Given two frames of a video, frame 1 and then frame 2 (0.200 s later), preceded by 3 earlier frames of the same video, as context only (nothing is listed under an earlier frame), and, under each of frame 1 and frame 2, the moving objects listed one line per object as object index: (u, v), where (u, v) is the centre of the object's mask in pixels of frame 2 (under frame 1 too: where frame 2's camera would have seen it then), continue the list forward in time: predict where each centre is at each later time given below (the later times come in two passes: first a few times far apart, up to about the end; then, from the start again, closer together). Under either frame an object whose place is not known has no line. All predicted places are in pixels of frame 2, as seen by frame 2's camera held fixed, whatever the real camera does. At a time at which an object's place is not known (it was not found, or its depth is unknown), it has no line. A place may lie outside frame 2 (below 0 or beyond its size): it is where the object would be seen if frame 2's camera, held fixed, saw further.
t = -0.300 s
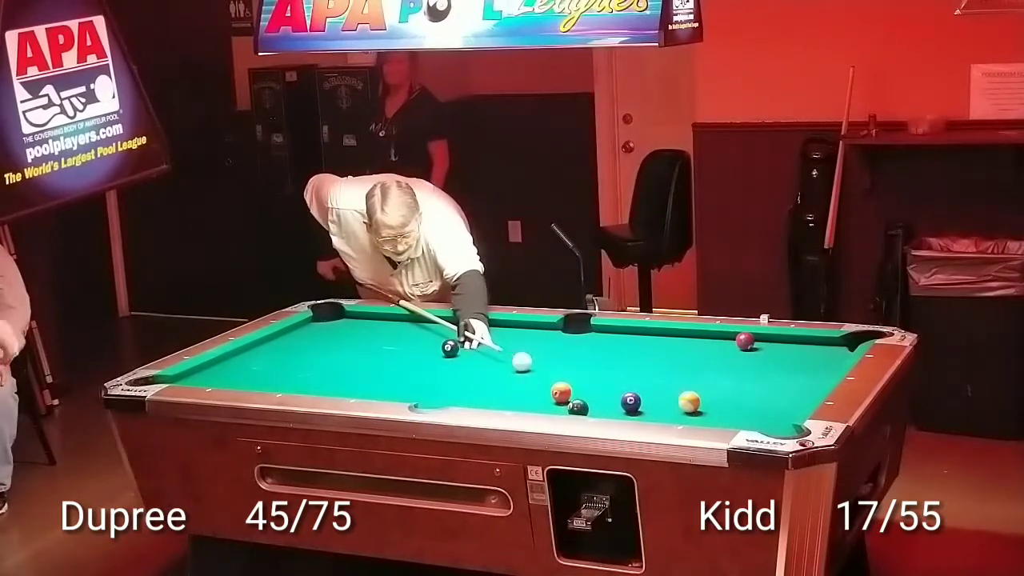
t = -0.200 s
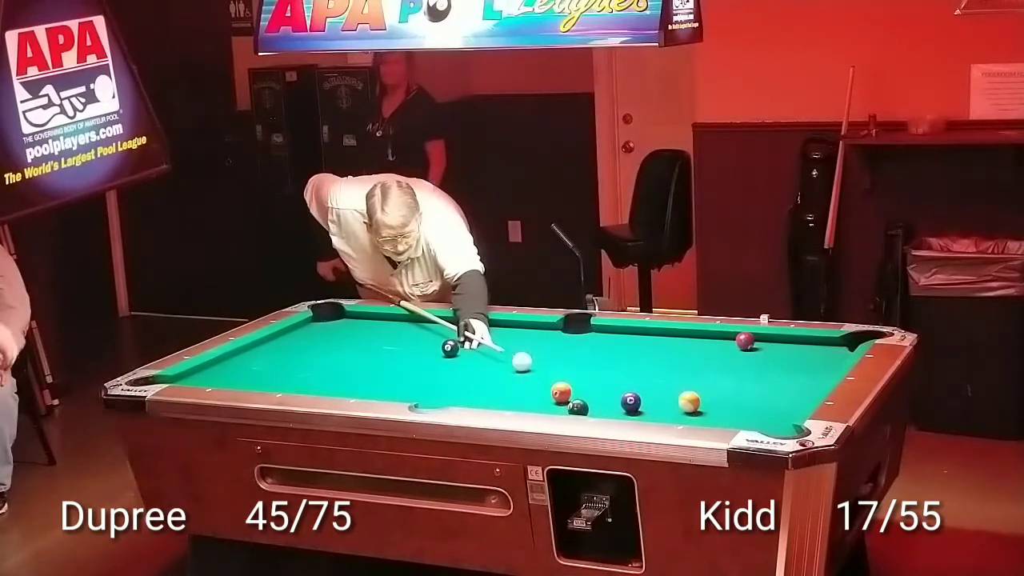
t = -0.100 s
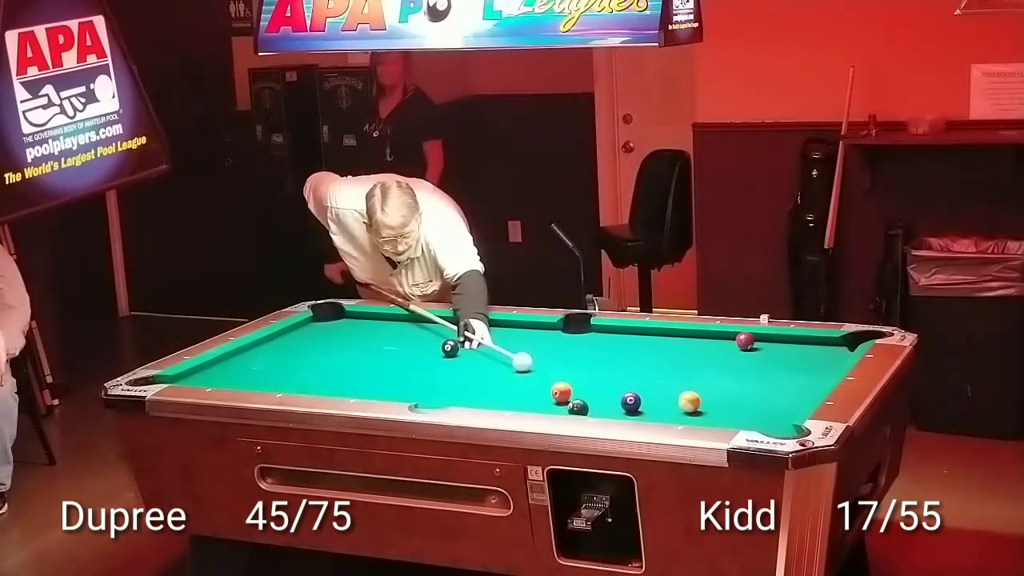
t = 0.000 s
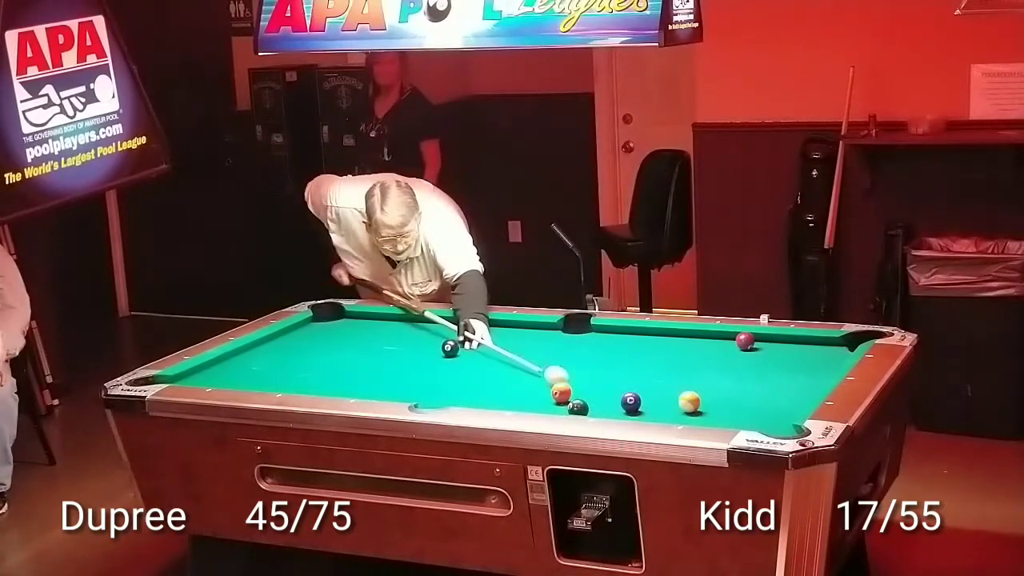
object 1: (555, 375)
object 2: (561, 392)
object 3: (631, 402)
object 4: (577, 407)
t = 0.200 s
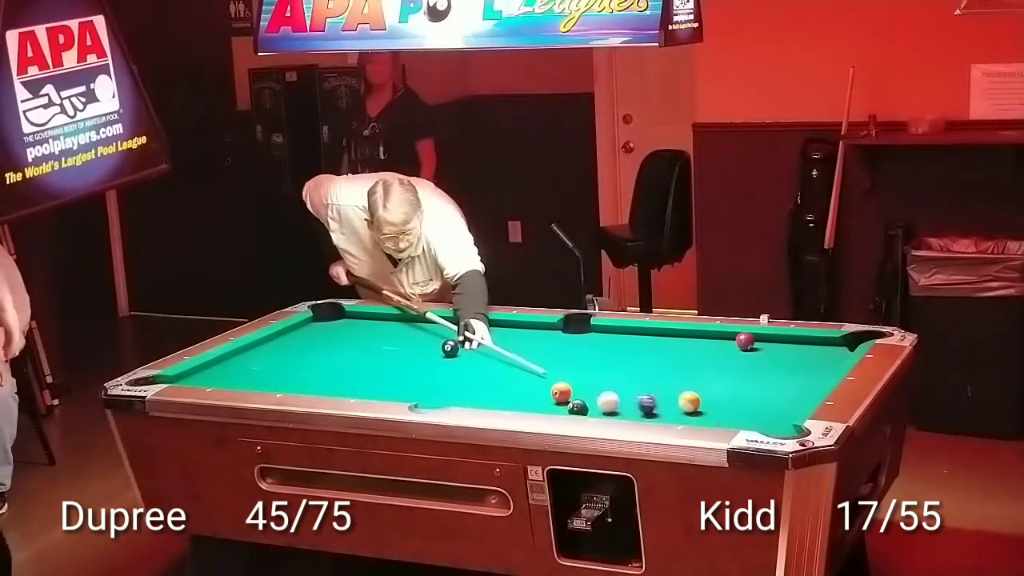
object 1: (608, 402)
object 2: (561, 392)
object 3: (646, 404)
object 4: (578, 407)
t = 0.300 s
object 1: (601, 409)
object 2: (561, 392)
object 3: (688, 410)
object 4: (578, 407)
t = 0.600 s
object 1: (625, 406)
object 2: (561, 392)
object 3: (771, 424)
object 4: (578, 407)
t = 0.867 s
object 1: (651, 396)
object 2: (561, 391)
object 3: (713, 421)
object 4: (577, 407)
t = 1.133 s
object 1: (674, 386)
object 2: (561, 392)
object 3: (677, 416)
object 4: (577, 407)
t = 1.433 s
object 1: (698, 377)
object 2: (561, 391)
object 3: (640, 412)
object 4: (577, 407)
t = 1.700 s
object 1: (718, 369)
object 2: (561, 392)
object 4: (577, 407)
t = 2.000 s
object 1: (737, 361)
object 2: (561, 392)
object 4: (574, 408)
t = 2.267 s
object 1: (752, 355)
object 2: (558, 391)
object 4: (570, 407)
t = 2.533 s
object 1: (766, 349)
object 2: (550, 388)
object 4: (566, 407)
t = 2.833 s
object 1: (780, 342)
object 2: (542, 385)
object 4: (565, 407)
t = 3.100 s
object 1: (789, 339)
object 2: (536, 382)
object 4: (565, 407)
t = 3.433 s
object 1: (788, 343)
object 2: (529, 380)
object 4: (565, 407)
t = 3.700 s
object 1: (788, 344)
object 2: (525, 378)
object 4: (565, 407)
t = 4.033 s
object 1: (787, 346)
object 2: (522, 377)
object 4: (565, 407)
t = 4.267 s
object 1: (787, 347)
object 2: (521, 376)
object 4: (565, 407)
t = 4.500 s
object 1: (786, 348)
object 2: (521, 376)
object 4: (565, 408)
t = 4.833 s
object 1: (786, 348)
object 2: (521, 376)
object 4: (565, 408)
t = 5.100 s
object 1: (786, 348)
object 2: (521, 376)
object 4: (565, 407)
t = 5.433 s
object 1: (786, 348)
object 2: (521, 376)
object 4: (565, 407)
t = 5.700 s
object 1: (786, 348)
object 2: (521, 376)
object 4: (565, 407)
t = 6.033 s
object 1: (786, 348)
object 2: (521, 376)
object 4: (565, 407)
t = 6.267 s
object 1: (786, 348)
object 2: (521, 376)
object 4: (565, 407)
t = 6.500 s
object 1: (786, 348)
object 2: (521, 376)
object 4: (565, 407)
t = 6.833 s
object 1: (786, 348)
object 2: (521, 376)
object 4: (565, 407)
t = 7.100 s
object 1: (786, 348)
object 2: (520, 376)
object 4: (565, 408)
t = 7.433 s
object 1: (786, 348)
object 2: (521, 376)
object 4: (565, 407)
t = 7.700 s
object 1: (786, 348)
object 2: (521, 376)
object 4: (565, 407)
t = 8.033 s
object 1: (786, 348)
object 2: (521, 376)
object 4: (565, 407)
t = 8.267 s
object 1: (786, 348)
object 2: (521, 376)
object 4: (565, 407)
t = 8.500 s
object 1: (786, 348)
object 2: (521, 376)
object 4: (565, 407)
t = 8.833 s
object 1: (786, 348)
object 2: (521, 376)
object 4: (565, 407)
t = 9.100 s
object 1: (786, 348)
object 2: (521, 376)
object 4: (565, 407)
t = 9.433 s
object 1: (786, 348)
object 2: (521, 376)
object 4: (565, 407)
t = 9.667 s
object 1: (786, 348)
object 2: (521, 376)
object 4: (565, 407)
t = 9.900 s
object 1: (786, 348)
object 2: (521, 376)
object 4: (565, 407)
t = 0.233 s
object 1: (605, 405)
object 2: (561, 392)
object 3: (661, 406)
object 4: (578, 407)
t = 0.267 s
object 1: (602, 407)
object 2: (561, 392)
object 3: (674, 408)
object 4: (578, 407)
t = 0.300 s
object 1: (601, 409)
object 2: (561, 392)
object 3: (688, 410)
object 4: (578, 407)
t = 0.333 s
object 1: (600, 411)
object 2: (561, 392)
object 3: (700, 412)
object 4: (577, 407)
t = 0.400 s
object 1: (604, 411)
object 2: (561, 392)
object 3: (723, 414)
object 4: (577, 407)
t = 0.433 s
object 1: (607, 411)
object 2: (561, 392)
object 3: (735, 416)
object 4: (577, 407)
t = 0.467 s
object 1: (611, 410)
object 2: (561, 392)
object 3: (746, 418)
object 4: (578, 407)
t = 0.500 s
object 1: (615, 409)
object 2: (561, 392)
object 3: (758, 420)
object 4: (578, 407)
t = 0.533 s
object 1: (618, 408)
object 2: (561, 392)
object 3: (770, 422)
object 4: (578, 407)
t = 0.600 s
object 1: (625, 406)
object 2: (561, 392)
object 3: (771, 424)
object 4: (578, 407)
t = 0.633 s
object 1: (629, 405)
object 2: (561, 392)
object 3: (763, 423)
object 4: (578, 407)
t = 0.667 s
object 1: (632, 404)
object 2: (561, 392)
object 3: (756, 422)
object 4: (578, 407)
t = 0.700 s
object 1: (635, 402)
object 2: (561, 392)
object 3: (748, 422)
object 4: (578, 407)
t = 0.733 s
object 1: (638, 401)
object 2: (561, 392)
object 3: (741, 421)
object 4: (578, 407)
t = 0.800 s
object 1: (645, 398)
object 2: (561, 392)
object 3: (726, 421)
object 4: (577, 407)
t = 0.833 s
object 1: (648, 397)
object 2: (561, 391)
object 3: (719, 421)
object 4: (577, 407)
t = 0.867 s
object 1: (651, 396)
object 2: (561, 391)
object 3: (713, 421)
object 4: (577, 407)
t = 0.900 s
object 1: (654, 395)
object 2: (561, 391)
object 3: (707, 420)
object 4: (577, 407)
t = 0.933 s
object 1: (657, 394)
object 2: (561, 392)
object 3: (703, 420)
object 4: (577, 407)
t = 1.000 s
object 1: (663, 391)
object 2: (561, 392)
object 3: (694, 418)
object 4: (577, 407)
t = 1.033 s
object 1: (666, 390)
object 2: (561, 392)
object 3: (690, 418)
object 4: (577, 407)
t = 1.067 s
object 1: (669, 389)
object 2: (561, 392)
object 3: (686, 417)
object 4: (577, 407)
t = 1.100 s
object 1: (672, 388)
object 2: (561, 392)
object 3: (682, 417)
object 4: (577, 407)
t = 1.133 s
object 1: (674, 386)
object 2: (561, 392)
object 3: (677, 416)
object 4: (577, 407)
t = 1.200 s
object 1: (680, 384)
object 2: (561, 391)
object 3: (668, 415)
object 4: (577, 407)
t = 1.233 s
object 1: (683, 383)
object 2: (561, 391)
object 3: (664, 414)
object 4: (577, 407)
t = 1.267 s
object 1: (685, 382)
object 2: (561, 391)
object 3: (660, 414)
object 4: (577, 407)
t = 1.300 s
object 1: (688, 381)
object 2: (561, 391)
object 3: (656, 414)
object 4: (577, 407)
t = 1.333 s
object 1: (691, 380)
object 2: (561, 391)
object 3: (652, 413)
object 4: (577, 407)
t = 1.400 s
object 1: (696, 378)
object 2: (561, 391)
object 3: (644, 412)
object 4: (577, 407)
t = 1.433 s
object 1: (698, 377)
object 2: (561, 391)
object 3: (640, 412)
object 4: (577, 407)
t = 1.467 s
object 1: (701, 376)
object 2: (561, 391)
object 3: (637, 411)
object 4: (577, 407)
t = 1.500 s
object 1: (704, 375)
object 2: (561, 391)
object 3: (633, 411)
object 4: (577, 407)
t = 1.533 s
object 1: (706, 374)
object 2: (561, 391)
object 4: (577, 407)
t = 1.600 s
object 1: (710, 372)
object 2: (561, 391)
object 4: (577, 407)
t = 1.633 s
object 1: (713, 371)
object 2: (561, 391)
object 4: (578, 407)
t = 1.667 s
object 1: (715, 370)
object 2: (561, 391)
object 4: (578, 407)
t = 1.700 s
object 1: (718, 369)
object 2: (561, 392)
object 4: (577, 407)
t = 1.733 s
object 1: (720, 368)
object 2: (561, 391)
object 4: (578, 407)
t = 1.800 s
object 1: (724, 367)
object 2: (561, 391)
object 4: (578, 407)
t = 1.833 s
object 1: (726, 366)
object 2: (561, 392)
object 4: (578, 407)
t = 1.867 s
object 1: (728, 365)
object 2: (561, 392)
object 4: (577, 407)
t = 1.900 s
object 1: (731, 364)
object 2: (561, 392)
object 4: (577, 408)
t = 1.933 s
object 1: (733, 363)
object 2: (561, 392)
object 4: (575, 407)
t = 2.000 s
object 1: (737, 361)
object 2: (561, 392)
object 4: (574, 408)
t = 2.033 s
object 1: (738, 360)
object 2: (561, 391)
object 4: (574, 408)
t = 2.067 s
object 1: (740, 360)
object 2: (561, 391)
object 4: (573, 408)
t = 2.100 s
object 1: (742, 359)
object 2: (561, 391)
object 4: (573, 408)
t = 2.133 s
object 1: (744, 358)
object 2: (561, 391)
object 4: (572, 407)
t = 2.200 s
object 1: (748, 356)
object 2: (559, 391)
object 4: (571, 407)
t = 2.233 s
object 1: (750, 355)
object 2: (558, 391)
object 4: (570, 407)
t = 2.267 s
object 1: (752, 355)
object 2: (558, 391)
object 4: (570, 407)
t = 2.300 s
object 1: (754, 354)
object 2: (557, 390)
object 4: (569, 407)
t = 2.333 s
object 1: (756, 353)
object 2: (555, 389)
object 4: (568, 407)
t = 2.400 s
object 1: (759, 351)
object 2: (554, 389)
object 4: (568, 408)
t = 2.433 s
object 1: (761, 351)
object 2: (553, 389)
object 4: (567, 407)
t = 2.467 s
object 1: (762, 350)
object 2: (552, 388)
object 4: (567, 407)
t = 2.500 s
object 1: (764, 349)
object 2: (551, 388)
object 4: (566, 407)
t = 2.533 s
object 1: (766, 349)
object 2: (550, 388)
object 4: (566, 407)
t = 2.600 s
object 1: (769, 347)
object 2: (548, 387)
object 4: (566, 407)
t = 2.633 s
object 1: (770, 346)
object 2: (547, 387)
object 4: (566, 407)
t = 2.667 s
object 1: (772, 346)
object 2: (546, 386)
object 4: (565, 407)
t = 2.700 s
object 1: (774, 345)
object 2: (545, 386)
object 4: (565, 407)
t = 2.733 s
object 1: (776, 344)
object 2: (544, 385)
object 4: (565, 407)
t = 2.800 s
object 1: (779, 343)
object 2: (543, 385)
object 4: (565, 407)
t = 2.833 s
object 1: (780, 342)
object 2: (542, 385)
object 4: (565, 407)
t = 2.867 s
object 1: (781, 342)
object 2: (541, 384)
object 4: (565, 407)
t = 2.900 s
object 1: (783, 341)
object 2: (540, 384)
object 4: (565, 407)
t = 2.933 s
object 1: (784, 341)
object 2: (539, 384)
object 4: (565, 407)
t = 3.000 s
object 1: (787, 339)
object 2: (538, 383)
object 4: (565, 407)
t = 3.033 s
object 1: (788, 338)
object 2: (537, 383)
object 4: (565, 407)
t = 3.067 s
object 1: (789, 338)
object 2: (536, 382)
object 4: (565, 407)
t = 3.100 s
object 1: (789, 339)
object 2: (536, 382)
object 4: (565, 407)
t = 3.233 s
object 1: (789, 340)
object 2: (533, 381)
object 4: (565, 407)
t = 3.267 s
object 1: (789, 341)
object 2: (532, 381)
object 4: (565, 408)
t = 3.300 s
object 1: (789, 341)
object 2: (531, 381)
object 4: (565, 407)
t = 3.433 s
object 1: (788, 343)
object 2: (529, 380)
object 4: (565, 407)
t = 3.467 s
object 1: (788, 343)
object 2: (528, 380)
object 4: (565, 407)
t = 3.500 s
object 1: (788, 343)
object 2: (528, 379)
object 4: (565, 407)
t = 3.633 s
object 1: (788, 344)
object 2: (526, 379)
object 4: (565, 407)
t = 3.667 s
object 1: (788, 344)
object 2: (525, 378)
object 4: (565, 407)
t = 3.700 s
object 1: (788, 344)
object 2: (525, 378)
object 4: (565, 407)
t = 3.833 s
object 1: (787, 345)
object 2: (524, 378)
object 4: (565, 407)
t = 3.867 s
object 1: (787, 345)
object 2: (523, 377)
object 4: (565, 407)
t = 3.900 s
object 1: (787, 346)
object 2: (523, 377)
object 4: (565, 407)
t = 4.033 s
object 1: (787, 346)
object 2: (522, 377)
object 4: (565, 407)
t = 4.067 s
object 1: (787, 347)
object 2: (522, 377)
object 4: (565, 407)
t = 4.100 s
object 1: (787, 347)
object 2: (522, 377)
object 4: (565, 407)
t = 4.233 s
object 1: (787, 347)
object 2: (521, 376)
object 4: (565, 407)
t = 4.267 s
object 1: (787, 347)
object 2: (521, 376)
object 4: (565, 407)
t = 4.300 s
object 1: (787, 347)
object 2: (521, 376)
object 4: (565, 407)
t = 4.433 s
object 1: (786, 348)
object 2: (521, 376)
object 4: (565, 407)
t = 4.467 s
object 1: (786, 348)
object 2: (521, 376)
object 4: (565, 407)
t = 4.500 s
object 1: (786, 348)
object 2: (521, 376)
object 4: (565, 408)
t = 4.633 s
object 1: (786, 348)
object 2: (521, 376)
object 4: (565, 407)
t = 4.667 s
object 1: (786, 348)
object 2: (521, 376)
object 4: (565, 408)
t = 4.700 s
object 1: (786, 348)
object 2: (521, 376)
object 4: (565, 408)
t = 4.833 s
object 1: (786, 348)
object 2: (521, 376)
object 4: (565, 408)
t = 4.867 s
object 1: (786, 348)
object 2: (521, 376)
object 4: (565, 408)
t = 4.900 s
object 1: (786, 348)
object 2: (521, 376)
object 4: (565, 407)
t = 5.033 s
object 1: (786, 348)
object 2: (521, 376)
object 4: (565, 407)
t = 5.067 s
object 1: (786, 348)
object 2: (521, 376)
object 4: (565, 407)
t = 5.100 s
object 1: (786, 348)
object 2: (521, 376)
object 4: (565, 407)
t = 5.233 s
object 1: (786, 348)
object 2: (521, 376)
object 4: (565, 407)
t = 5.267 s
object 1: (786, 348)
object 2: (521, 376)
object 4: (565, 407)
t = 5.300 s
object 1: (786, 348)
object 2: (521, 376)
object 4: (565, 407)
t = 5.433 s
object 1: (786, 348)
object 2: (521, 376)
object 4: (565, 407)
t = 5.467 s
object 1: (786, 348)
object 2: (521, 376)
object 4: (565, 407)
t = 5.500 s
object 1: (786, 348)
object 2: (521, 376)
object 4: (565, 407)
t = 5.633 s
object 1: (786, 348)
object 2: (521, 376)
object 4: (565, 407)
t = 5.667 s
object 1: (786, 348)
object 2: (521, 376)
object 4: (565, 407)
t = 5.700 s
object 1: (786, 348)
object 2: (521, 376)
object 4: (565, 407)
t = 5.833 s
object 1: (786, 348)
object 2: (521, 376)
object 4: (565, 407)
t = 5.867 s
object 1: (786, 348)
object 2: (521, 376)
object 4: (565, 407)
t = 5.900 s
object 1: (786, 348)
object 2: (521, 376)
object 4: (565, 407)
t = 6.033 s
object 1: (786, 348)
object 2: (521, 376)
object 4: (565, 407)
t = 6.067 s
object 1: (786, 348)
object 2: (521, 376)
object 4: (565, 407)
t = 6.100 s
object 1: (786, 348)
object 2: (521, 376)
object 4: (565, 407)
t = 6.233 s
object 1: (786, 348)
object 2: (521, 376)
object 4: (565, 407)
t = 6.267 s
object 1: (786, 348)
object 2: (521, 376)
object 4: (565, 407)
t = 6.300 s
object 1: (786, 348)
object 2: (521, 376)
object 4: (565, 407)
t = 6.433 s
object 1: (786, 348)
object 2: (521, 376)
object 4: (565, 407)
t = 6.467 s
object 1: (786, 348)
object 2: (521, 376)
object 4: (565, 407)
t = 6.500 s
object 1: (786, 348)
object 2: (521, 376)
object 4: (565, 407)
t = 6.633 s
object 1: (786, 348)
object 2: (521, 376)
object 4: (565, 407)
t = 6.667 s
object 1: (786, 348)
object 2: (521, 376)
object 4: (565, 407)
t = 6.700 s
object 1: (786, 348)
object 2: (521, 376)
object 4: (565, 407)
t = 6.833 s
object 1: (786, 348)
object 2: (521, 376)
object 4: (565, 407)
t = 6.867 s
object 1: (786, 348)
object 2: (521, 376)
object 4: (565, 407)
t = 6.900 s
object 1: (786, 348)
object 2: (521, 376)
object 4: (565, 407)
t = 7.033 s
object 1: (786, 348)
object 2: (520, 376)
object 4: (565, 407)
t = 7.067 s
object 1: (786, 348)
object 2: (521, 376)
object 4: (565, 407)
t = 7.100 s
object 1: (786, 348)
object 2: (520, 376)
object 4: (565, 408)
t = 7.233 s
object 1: (786, 348)
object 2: (521, 376)
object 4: (565, 407)
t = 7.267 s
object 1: (786, 348)
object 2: (521, 376)
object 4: (565, 407)
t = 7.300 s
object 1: (786, 348)
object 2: (521, 376)
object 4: (565, 407)
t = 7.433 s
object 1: (786, 348)
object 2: (521, 376)
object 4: (565, 407)
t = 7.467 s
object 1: (786, 348)
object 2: (521, 376)
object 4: (565, 407)
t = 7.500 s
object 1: (786, 348)
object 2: (521, 376)
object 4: (565, 407)
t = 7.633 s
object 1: (786, 348)
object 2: (521, 376)
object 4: (565, 407)
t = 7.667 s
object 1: (786, 348)
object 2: (521, 376)
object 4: (565, 407)
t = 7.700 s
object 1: (786, 348)
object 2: (521, 376)
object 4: (565, 407)
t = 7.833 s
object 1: (786, 348)
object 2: (521, 376)
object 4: (565, 407)
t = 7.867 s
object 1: (786, 348)
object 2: (521, 376)
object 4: (565, 407)
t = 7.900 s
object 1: (786, 348)
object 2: (521, 376)
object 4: (565, 407)
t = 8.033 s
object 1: (786, 348)
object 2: (521, 376)
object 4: (565, 407)
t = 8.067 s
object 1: (786, 348)
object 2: (521, 376)
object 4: (565, 407)
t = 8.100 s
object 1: (786, 348)
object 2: (521, 376)
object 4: (565, 407)
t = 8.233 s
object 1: (786, 348)
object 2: (521, 376)
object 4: (565, 407)
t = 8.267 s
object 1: (786, 348)
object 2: (521, 376)
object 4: (565, 407)
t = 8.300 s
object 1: (786, 348)
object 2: (521, 376)
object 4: (565, 407)
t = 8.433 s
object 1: (786, 348)
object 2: (521, 376)
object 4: (565, 407)
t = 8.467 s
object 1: (786, 348)
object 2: (521, 376)
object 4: (565, 407)
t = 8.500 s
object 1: (786, 348)
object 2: (521, 376)
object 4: (565, 407)
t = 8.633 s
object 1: (786, 348)
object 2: (521, 376)
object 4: (565, 407)
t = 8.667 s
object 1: (786, 348)
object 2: (521, 376)
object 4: (565, 407)
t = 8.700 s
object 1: (786, 348)
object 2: (521, 376)
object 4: (565, 407)
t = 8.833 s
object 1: (786, 348)
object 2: (521, 376)
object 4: (565, 407)
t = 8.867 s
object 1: (786, 348)
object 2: (521, 376)
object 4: (565, 407)
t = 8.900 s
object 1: (786, 348)
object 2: (521, 376)
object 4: (565, 407)
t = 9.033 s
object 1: (786, 348)
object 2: (521, 376)
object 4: (565, 407)
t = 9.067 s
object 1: (786, 348)
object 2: (521, 376)
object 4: (565, 407)
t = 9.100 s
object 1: (786, 348)
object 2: (521, 376)
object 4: (565, 407)
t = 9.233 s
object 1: (786, 348)
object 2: (521, 376)
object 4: (565, 407)
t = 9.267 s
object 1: (786, 348)
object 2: (521, 376)
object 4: (565, 407)
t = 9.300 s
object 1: (786, 348)
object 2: (521, 376)
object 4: (565, 407)
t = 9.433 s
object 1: (786, 348)
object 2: (521, 376)
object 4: (565, 407)
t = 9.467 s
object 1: (786, 348)
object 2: (521, 376)
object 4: (565, 407)
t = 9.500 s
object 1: (786, 348)
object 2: (521, 376)
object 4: (565, 407)
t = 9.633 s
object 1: (786, 348)
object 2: (521, 376)
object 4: (565, 407)
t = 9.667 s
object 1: (786, 348)
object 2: (521, 376)
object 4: (565, 407)
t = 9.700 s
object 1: (786, 348)
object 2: (521, 376)
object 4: (565, 407)
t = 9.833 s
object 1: (786, 348)
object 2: (521, 376)
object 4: (565, 407)
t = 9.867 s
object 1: (786, 348)
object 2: (521, 376)
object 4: (565, 407)
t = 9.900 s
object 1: (786, 348)
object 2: (521, 376)
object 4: (565, 407)
